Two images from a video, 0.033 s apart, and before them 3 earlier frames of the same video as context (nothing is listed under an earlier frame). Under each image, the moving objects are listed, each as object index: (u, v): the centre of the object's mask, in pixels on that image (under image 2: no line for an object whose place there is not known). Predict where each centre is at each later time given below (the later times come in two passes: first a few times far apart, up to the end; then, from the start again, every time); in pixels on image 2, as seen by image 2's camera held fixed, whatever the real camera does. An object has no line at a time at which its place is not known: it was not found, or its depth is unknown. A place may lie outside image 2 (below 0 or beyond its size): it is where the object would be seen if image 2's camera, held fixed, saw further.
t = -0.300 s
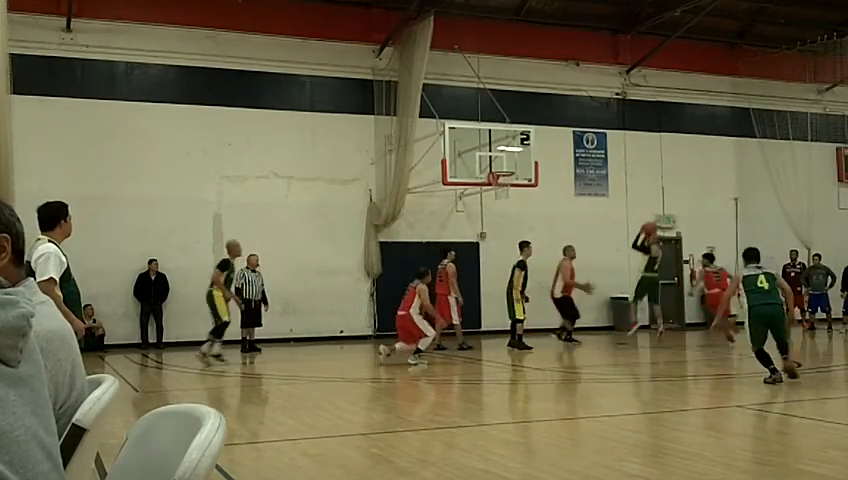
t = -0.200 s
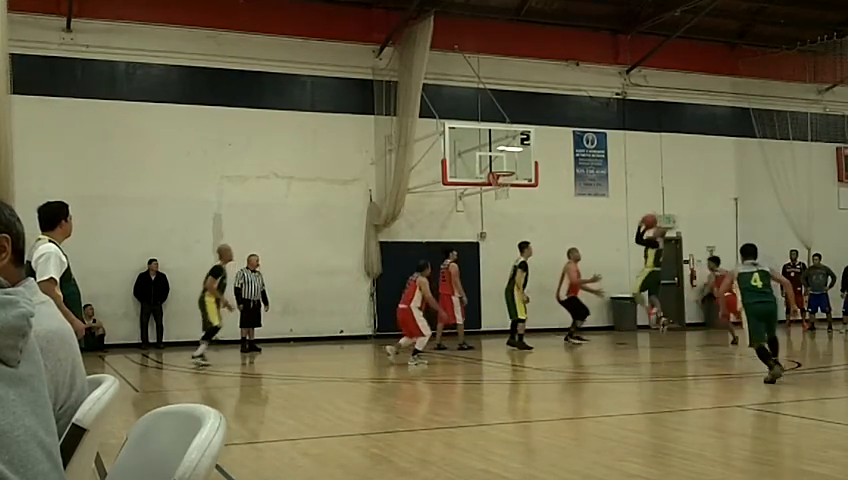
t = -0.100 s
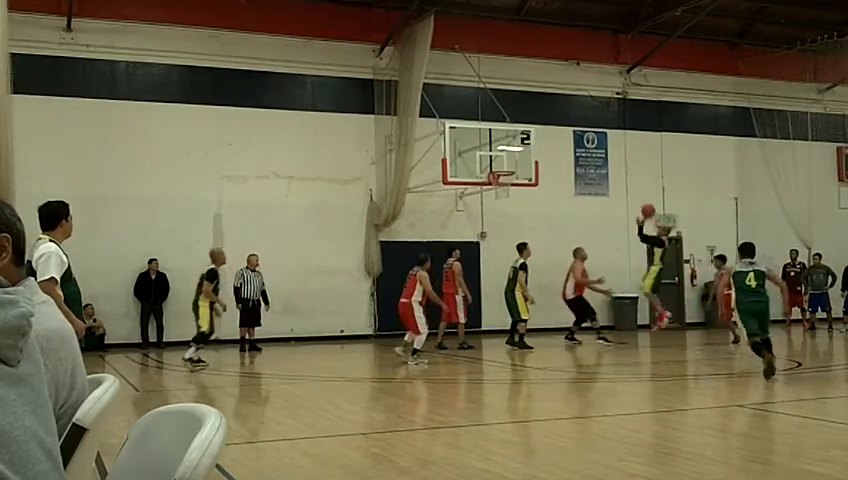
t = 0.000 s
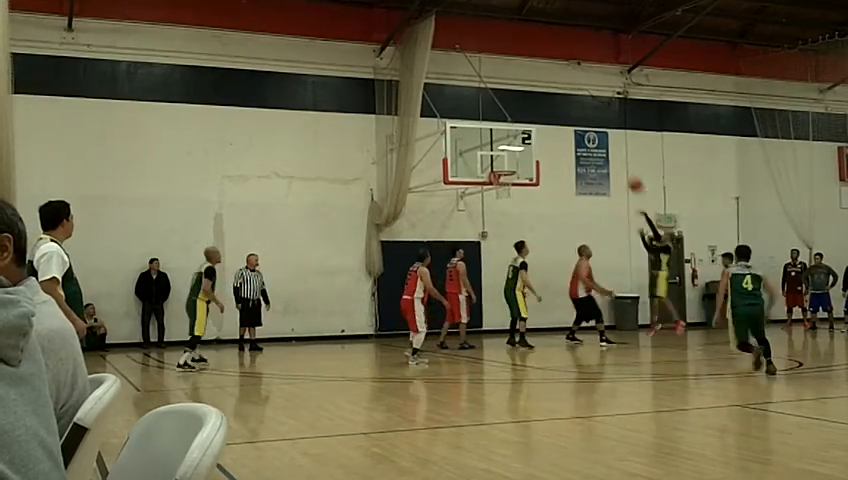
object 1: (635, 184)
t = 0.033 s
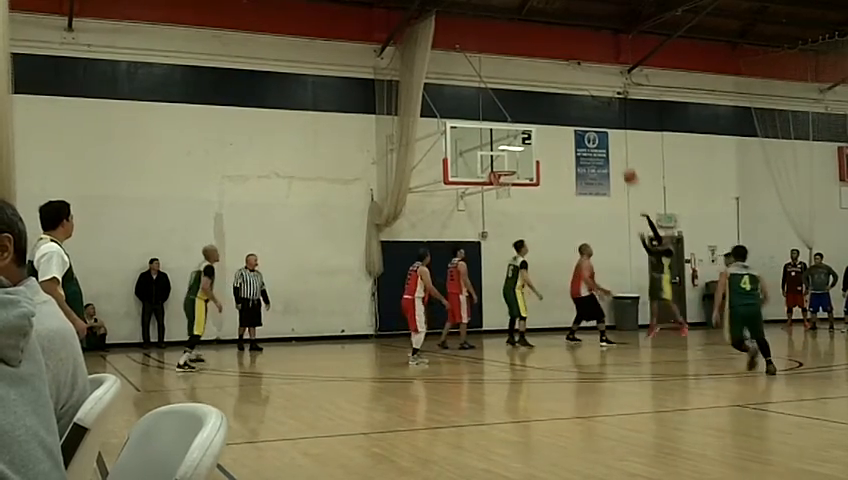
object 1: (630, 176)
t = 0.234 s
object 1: (594, 137)
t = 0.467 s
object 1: (560, 126)
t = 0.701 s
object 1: (526, 142)
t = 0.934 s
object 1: (494, 184)
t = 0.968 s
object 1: (492, 190)
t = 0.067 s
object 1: (625, 168)
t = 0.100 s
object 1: (618, 161)
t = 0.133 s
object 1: (614, 155)
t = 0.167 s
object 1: (608, 149)
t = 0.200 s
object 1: (603, 143)
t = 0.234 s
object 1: (594, 137)
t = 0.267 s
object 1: (592, 135)
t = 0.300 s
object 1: (588, 133)
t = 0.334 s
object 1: (582, 130)
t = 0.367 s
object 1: (577, 129)
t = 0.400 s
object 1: (570, 127)
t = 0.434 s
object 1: (565, 126)
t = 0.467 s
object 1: (560, 126)
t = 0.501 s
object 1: (554, 127)
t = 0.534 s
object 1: (551, 128)
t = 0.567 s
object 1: (545, 131)
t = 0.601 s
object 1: (541, 132)
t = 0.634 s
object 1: (535, 135)
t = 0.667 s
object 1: (530, 139)
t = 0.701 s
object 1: (526, 142)
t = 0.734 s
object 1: (520, 148)
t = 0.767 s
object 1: (516, 154)
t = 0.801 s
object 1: (512, 158)
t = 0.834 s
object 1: (506, 166)
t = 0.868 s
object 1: (500, 176)
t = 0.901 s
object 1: (496, 178)
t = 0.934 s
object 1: (494, 184)
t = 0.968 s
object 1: (492, 190)
